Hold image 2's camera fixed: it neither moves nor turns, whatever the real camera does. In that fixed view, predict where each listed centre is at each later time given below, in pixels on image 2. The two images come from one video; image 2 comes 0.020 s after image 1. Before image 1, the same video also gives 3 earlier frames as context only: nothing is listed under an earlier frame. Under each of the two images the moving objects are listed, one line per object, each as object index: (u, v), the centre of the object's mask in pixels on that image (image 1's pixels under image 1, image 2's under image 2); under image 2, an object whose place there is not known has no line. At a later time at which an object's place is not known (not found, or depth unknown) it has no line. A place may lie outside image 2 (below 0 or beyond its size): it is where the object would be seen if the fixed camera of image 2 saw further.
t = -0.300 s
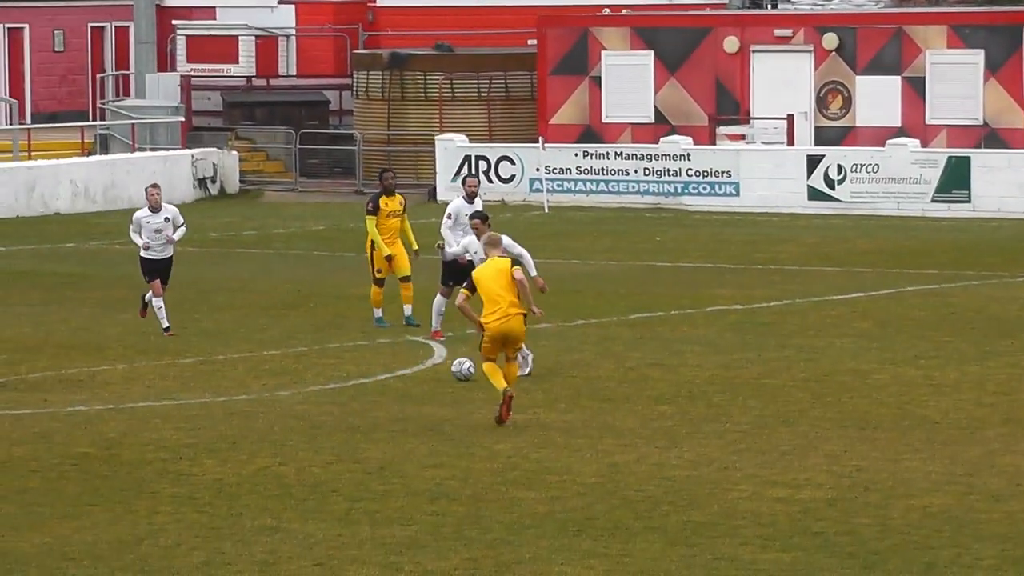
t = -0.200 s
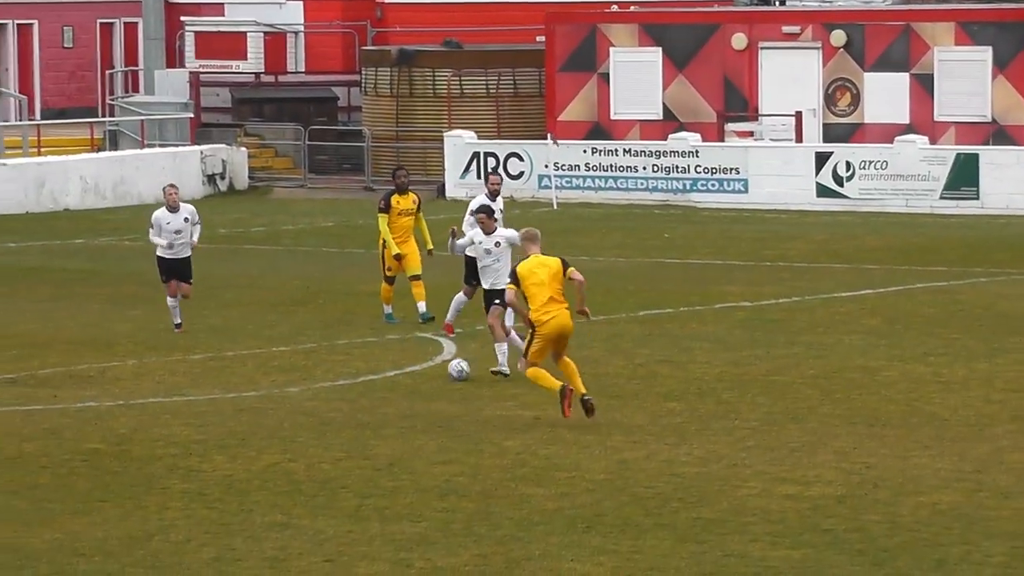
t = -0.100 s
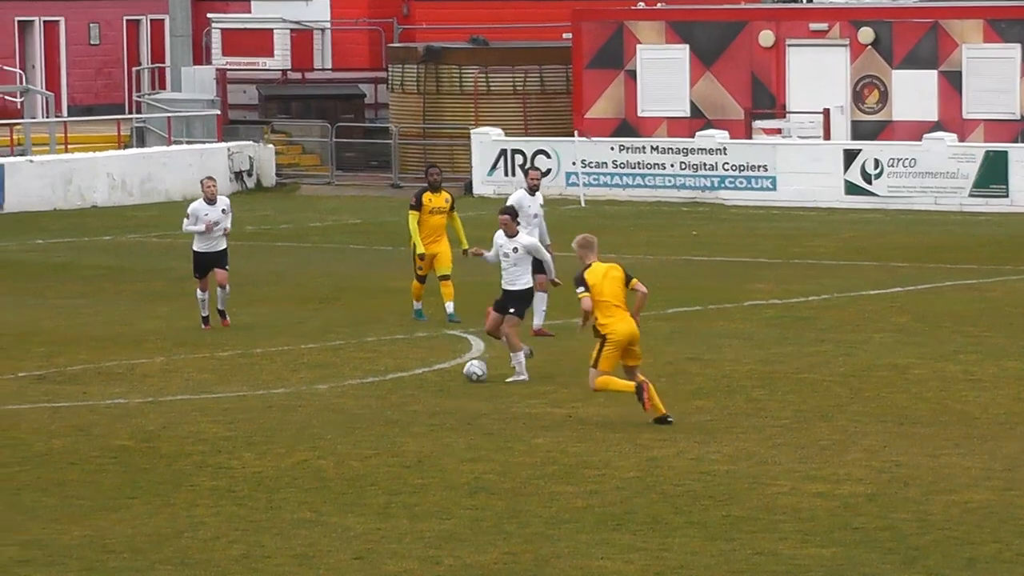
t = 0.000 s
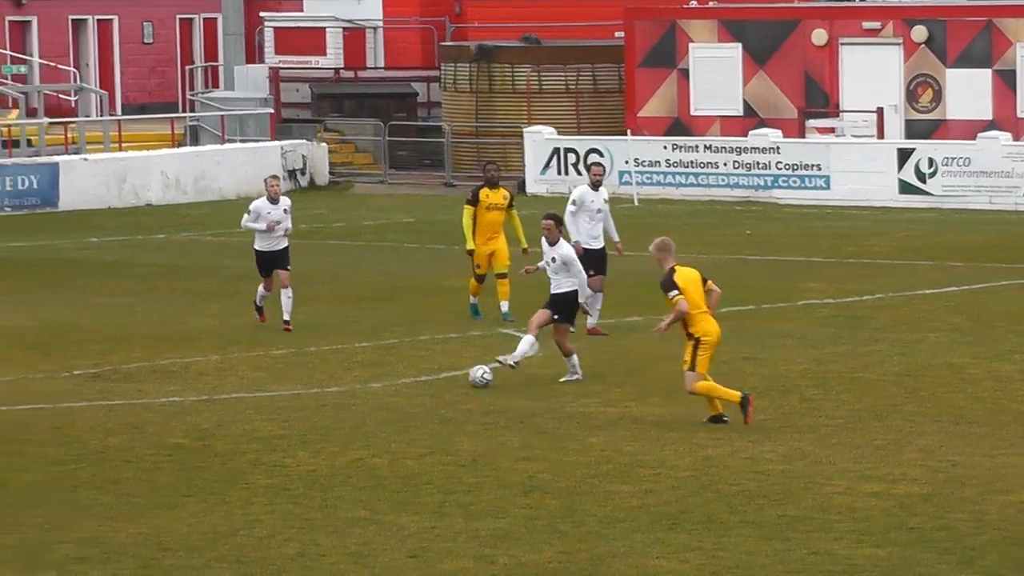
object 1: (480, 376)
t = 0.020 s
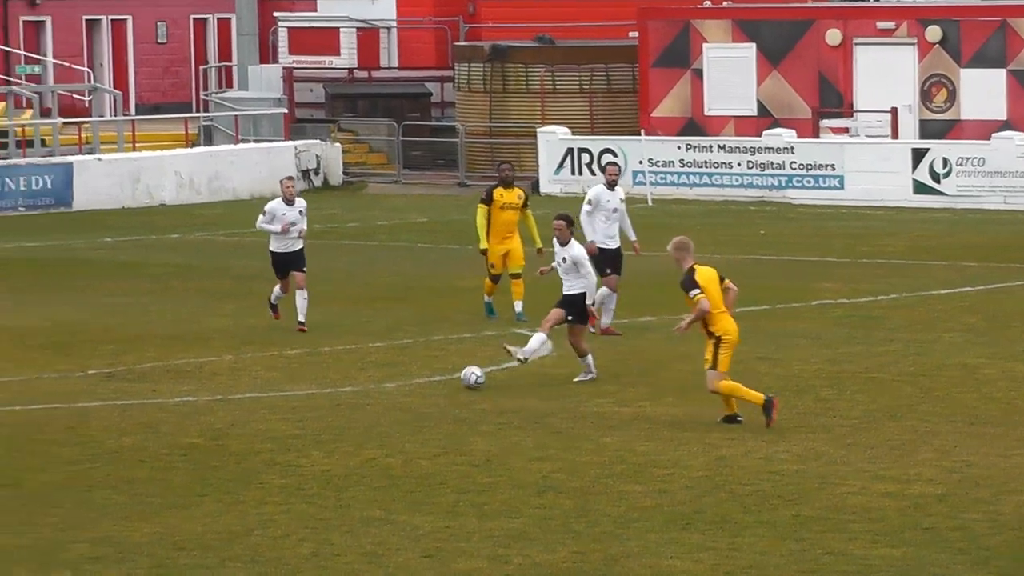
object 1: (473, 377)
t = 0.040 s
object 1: (450, 379)
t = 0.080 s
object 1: (406, 384)
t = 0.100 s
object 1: (382, 385)
